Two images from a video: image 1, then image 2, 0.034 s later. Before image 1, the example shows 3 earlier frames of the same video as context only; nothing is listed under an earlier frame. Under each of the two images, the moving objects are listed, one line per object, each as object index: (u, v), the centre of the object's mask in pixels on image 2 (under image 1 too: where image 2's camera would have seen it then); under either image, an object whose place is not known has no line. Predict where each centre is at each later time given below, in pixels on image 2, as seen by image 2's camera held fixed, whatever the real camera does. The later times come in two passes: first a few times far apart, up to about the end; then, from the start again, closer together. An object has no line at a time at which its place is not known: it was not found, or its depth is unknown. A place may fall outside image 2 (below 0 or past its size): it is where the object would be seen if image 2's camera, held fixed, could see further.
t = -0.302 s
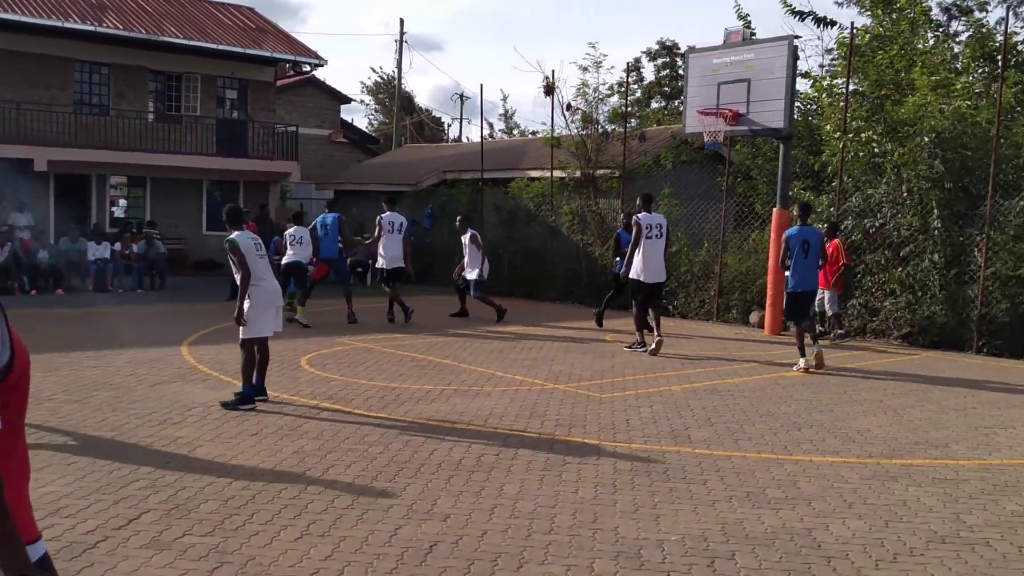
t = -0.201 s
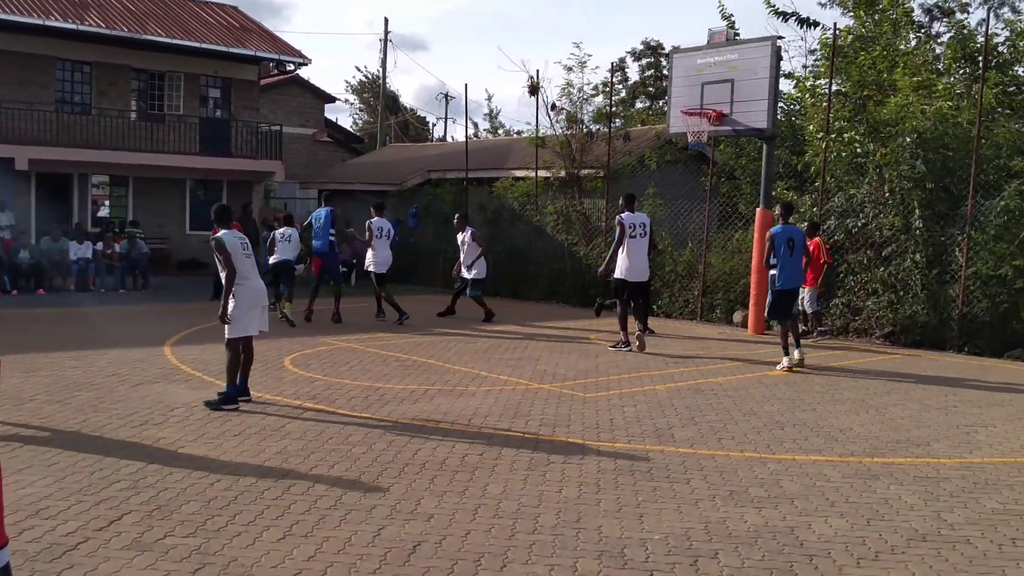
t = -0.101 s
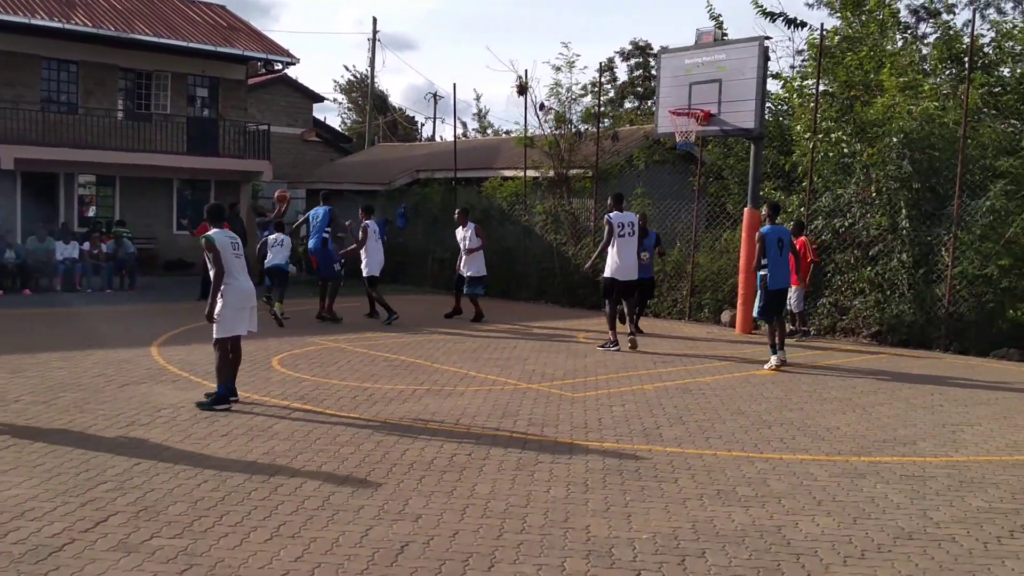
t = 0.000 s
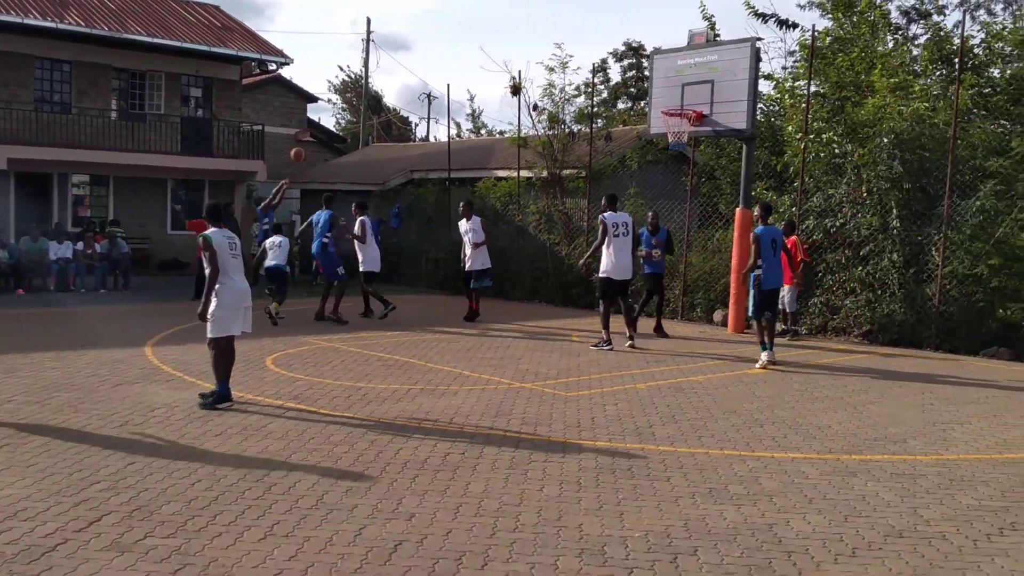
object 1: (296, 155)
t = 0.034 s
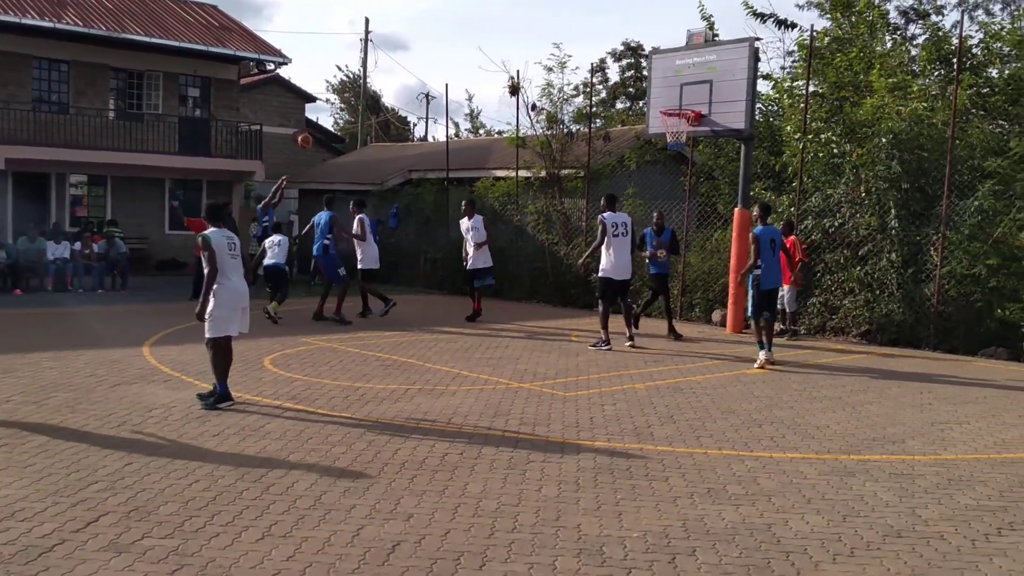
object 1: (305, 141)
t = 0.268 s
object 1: (372, 61)
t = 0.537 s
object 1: (452, 9)
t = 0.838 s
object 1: (547, 4)
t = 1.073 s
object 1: (623, 38)
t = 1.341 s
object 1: (690, 83)
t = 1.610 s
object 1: (680, 9)
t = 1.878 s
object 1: (666, -15)
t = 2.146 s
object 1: (649, 18)
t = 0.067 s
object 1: (315, 128)
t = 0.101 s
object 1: (324, 116)
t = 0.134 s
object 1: (333, 103)
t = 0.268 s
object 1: (372, 61)
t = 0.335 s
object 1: (392, 43)
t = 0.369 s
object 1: (402, 36)
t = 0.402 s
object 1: (412, 28)
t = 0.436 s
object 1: (422, 22)
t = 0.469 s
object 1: (432, 16)
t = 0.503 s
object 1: (442, 11)
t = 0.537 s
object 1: (452, 9)
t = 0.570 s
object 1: (463, 7)
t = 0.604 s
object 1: (473, 6)
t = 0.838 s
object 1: (547, 4)
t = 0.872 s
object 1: (558, 5)
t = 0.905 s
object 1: (569, 7)
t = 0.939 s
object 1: (579, 11)
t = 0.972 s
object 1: (590, 16)
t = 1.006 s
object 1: (601, 23)
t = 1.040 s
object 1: (612, 30)
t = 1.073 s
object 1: (623, 38)
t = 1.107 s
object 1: (635, 47)
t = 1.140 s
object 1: (645, 57)
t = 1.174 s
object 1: (657, 68)
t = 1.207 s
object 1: (669, 79)
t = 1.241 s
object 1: (680, 92)
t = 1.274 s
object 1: (691, 105)
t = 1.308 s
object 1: (691, 96)
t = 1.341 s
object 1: (690, 83)
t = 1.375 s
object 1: (689, 71)
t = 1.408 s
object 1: (687, 60)
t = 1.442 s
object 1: (687, 50)
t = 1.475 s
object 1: (685, 40)
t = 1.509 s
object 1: (684, 31)
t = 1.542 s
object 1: (682, 23)
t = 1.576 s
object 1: (681, 15)
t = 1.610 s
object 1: (680, 9)
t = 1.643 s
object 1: (678, 3)
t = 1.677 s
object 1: (676, -2)
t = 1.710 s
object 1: (675, -6)
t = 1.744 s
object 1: (673, -10)
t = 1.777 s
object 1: (671, -12)
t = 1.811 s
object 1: (670, -14)
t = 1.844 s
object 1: (668, -15)
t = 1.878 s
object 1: (666, -15)
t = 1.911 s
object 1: (664, -14)
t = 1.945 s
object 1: (662, -12)
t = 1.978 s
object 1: (660, -9)
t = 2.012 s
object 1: (658, -6)
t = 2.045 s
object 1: (656, -1)
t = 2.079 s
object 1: (653, 5)
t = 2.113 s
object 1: (651, 11)
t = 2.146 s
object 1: (649, 18)
